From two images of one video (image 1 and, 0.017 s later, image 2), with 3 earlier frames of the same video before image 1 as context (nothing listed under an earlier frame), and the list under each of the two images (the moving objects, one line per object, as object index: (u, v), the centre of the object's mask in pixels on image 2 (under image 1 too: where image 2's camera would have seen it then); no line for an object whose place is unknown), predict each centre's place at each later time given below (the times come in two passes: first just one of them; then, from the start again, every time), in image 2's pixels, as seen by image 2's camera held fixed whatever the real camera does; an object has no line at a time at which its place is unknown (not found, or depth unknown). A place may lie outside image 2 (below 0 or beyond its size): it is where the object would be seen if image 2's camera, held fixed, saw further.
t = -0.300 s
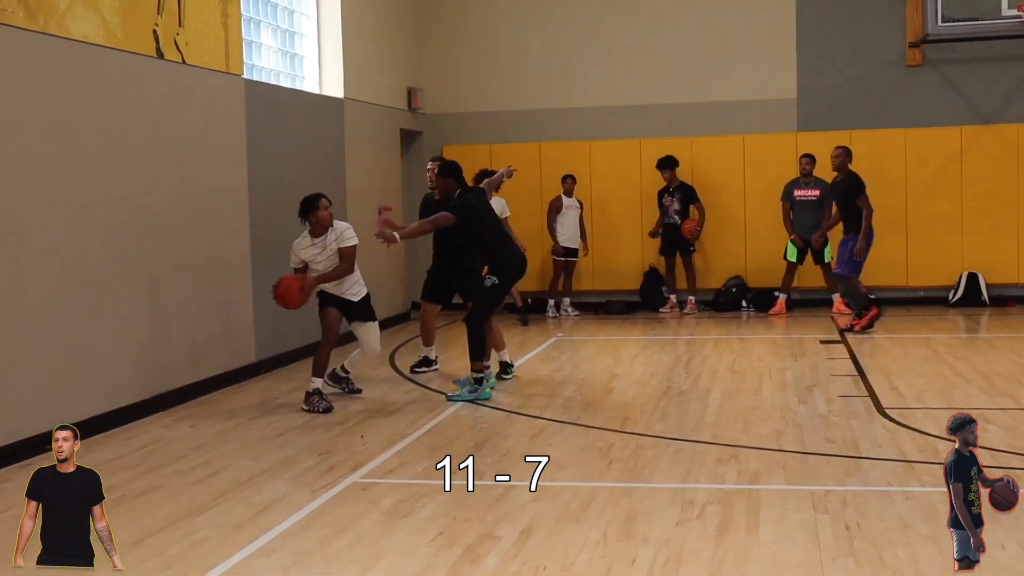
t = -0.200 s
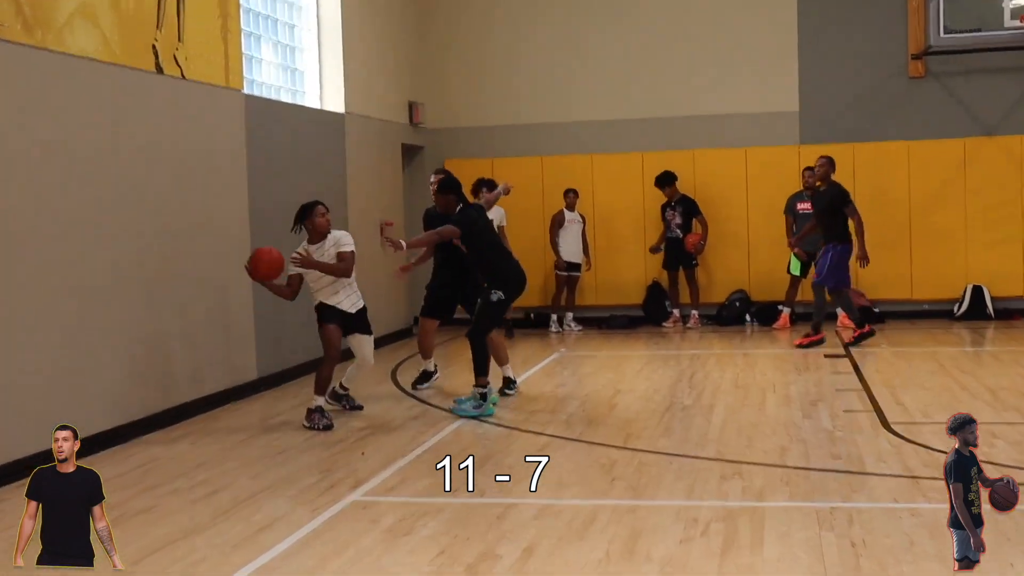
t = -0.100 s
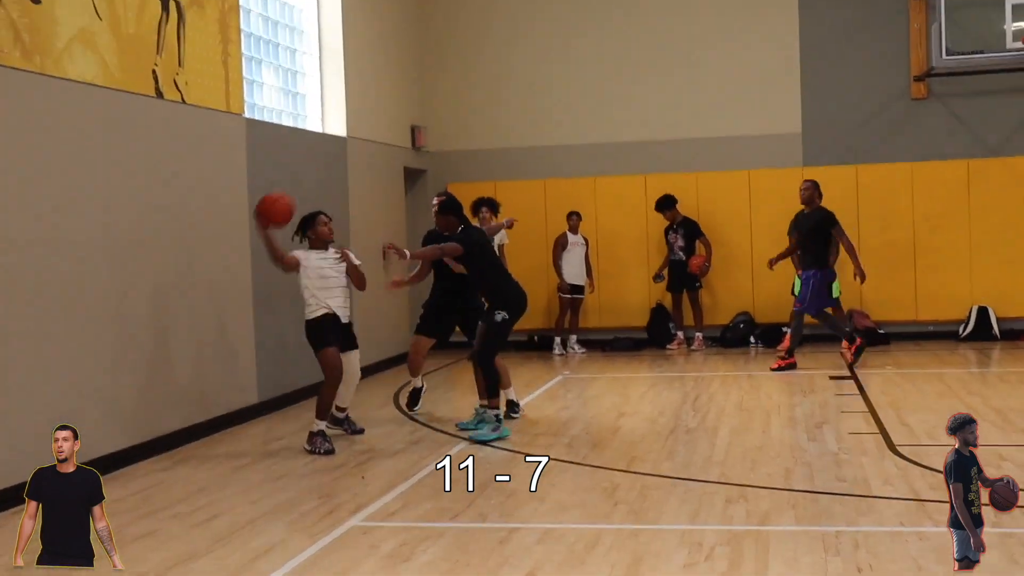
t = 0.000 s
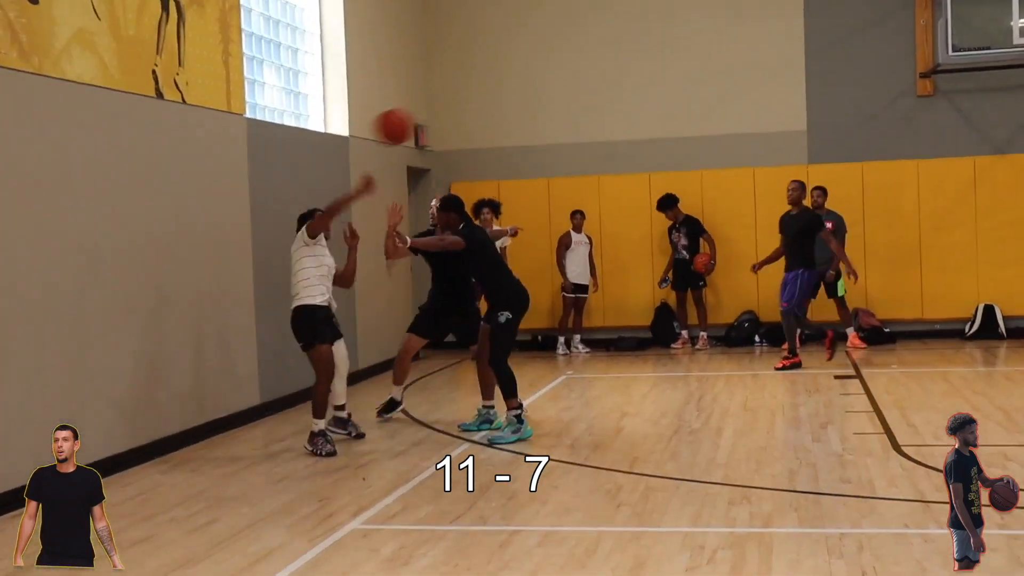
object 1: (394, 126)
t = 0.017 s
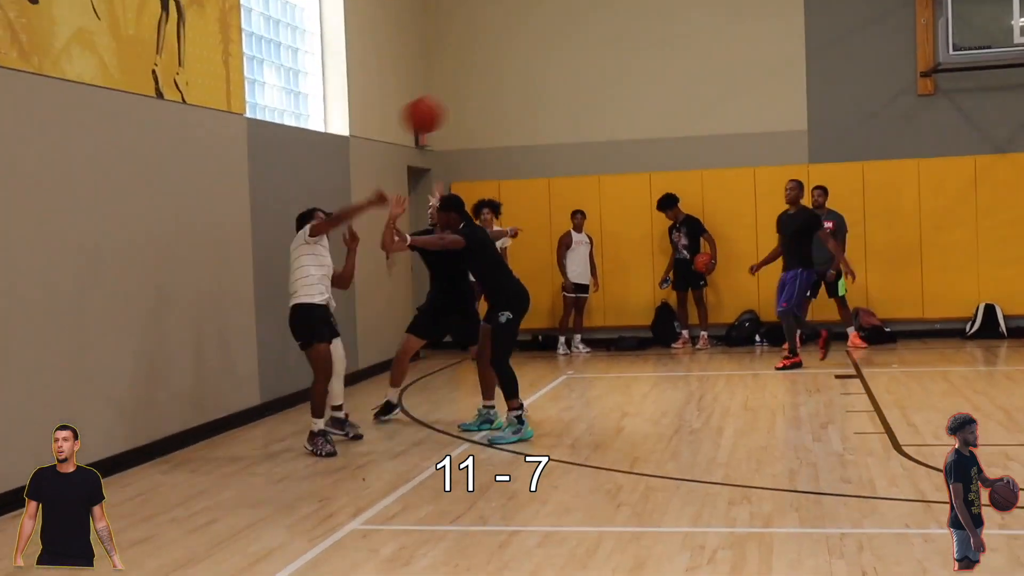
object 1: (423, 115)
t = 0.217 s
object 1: (789, 1)
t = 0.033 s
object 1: (453, 104)
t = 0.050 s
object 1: (481, 93)
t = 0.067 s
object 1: (510, 82)
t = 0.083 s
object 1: (539, 72)
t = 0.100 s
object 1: (569, 61)
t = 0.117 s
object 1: (599, 52)
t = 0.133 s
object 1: (632, 42)
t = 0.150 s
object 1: (663, 34)
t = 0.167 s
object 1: (695, 24)
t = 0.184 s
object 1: (725, 15)
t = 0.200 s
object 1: (756, 7)
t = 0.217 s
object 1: (789, 1)
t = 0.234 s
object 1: (822, -9)
